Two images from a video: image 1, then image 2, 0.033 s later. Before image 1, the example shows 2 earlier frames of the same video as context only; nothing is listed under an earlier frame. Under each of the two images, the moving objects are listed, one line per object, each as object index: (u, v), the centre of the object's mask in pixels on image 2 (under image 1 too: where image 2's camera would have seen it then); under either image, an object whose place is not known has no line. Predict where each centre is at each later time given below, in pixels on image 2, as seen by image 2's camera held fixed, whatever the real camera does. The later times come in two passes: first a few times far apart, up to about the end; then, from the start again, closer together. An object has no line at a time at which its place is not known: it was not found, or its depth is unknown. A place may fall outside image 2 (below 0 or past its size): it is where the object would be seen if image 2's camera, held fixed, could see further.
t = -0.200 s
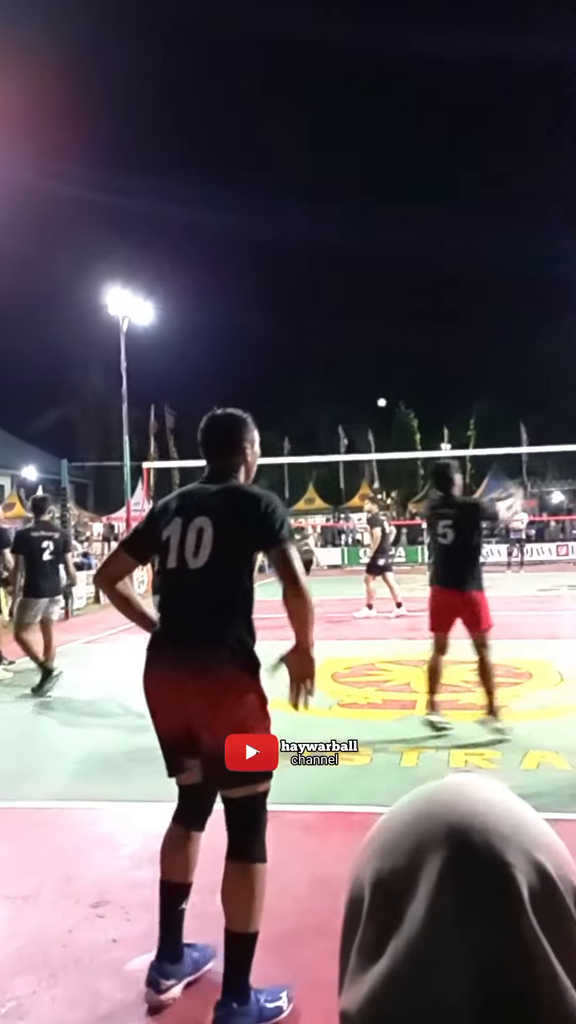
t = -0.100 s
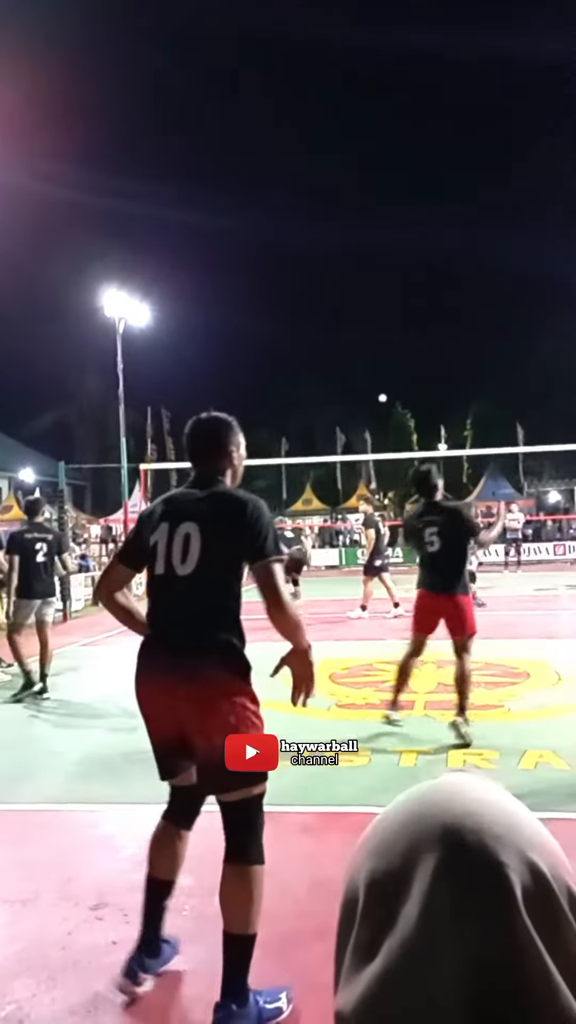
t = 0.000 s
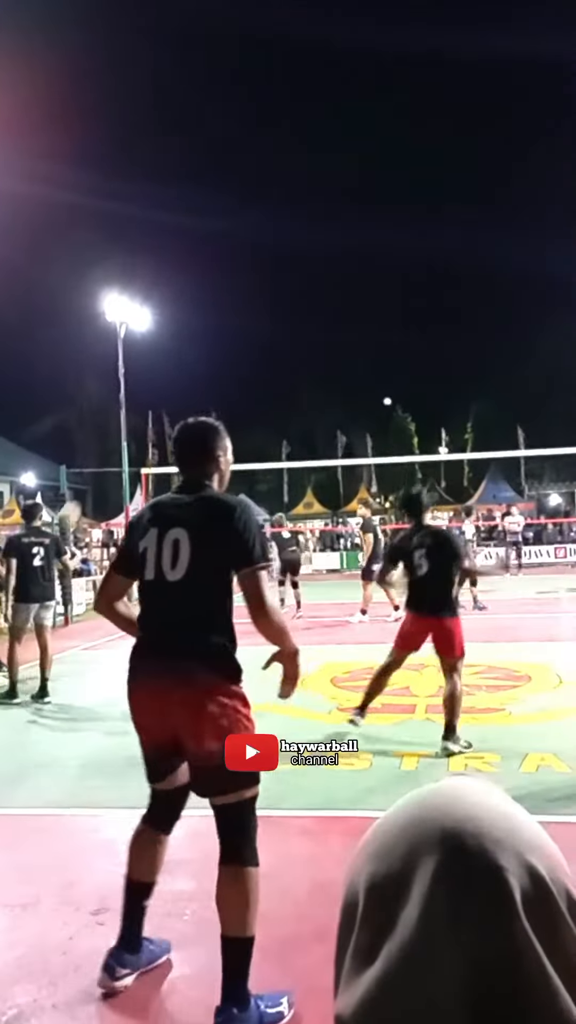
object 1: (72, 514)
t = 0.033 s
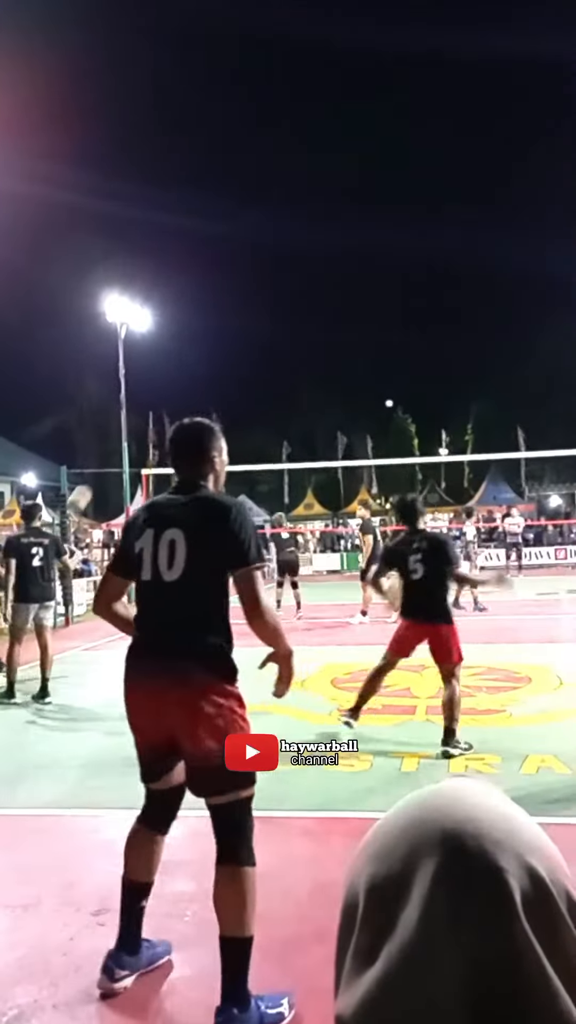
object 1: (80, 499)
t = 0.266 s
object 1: (140, 422)
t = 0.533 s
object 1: (201, 396)
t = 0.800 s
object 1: (255, 423)
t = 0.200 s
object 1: (123, 438)
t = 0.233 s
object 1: (130, 431)
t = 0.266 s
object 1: (140, 422)
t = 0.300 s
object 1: (151, 414)
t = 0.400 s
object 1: (171, 402)
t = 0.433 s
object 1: (178, 399)
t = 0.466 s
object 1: (186, 397)
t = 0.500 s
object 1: (194, 396)
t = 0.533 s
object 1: (201, 396)
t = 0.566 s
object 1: (209, 397)
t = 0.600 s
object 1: (215, 399)
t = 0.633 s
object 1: (222, 401)
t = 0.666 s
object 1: (228, 404)
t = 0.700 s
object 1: (235, 407)
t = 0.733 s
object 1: (242, 412)
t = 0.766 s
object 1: (249, 417)
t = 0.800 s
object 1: (255, 423)
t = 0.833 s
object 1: (262, 430)
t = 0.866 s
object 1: (269, 437)
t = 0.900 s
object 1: (275, 445)
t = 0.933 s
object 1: (281, 452)
